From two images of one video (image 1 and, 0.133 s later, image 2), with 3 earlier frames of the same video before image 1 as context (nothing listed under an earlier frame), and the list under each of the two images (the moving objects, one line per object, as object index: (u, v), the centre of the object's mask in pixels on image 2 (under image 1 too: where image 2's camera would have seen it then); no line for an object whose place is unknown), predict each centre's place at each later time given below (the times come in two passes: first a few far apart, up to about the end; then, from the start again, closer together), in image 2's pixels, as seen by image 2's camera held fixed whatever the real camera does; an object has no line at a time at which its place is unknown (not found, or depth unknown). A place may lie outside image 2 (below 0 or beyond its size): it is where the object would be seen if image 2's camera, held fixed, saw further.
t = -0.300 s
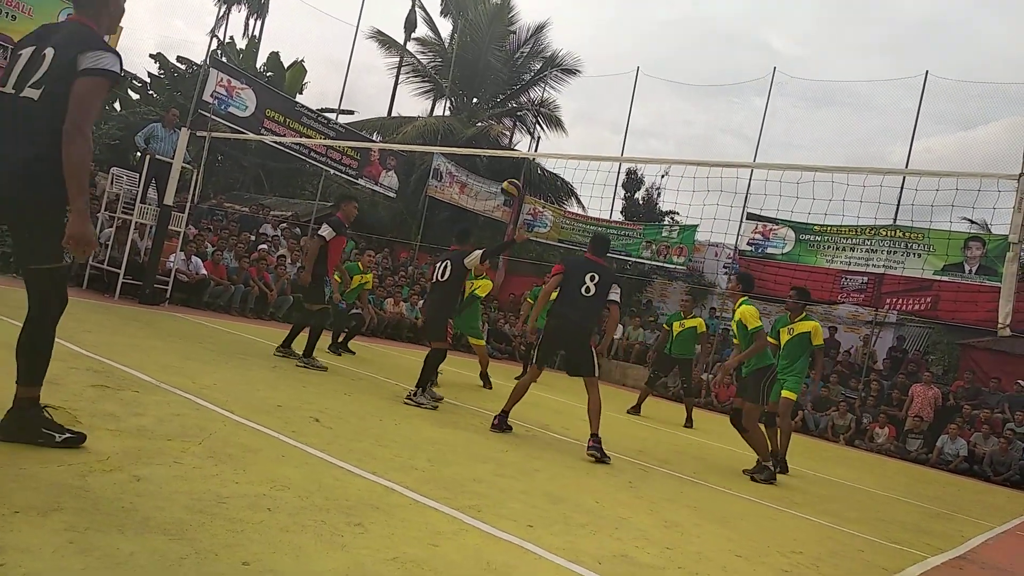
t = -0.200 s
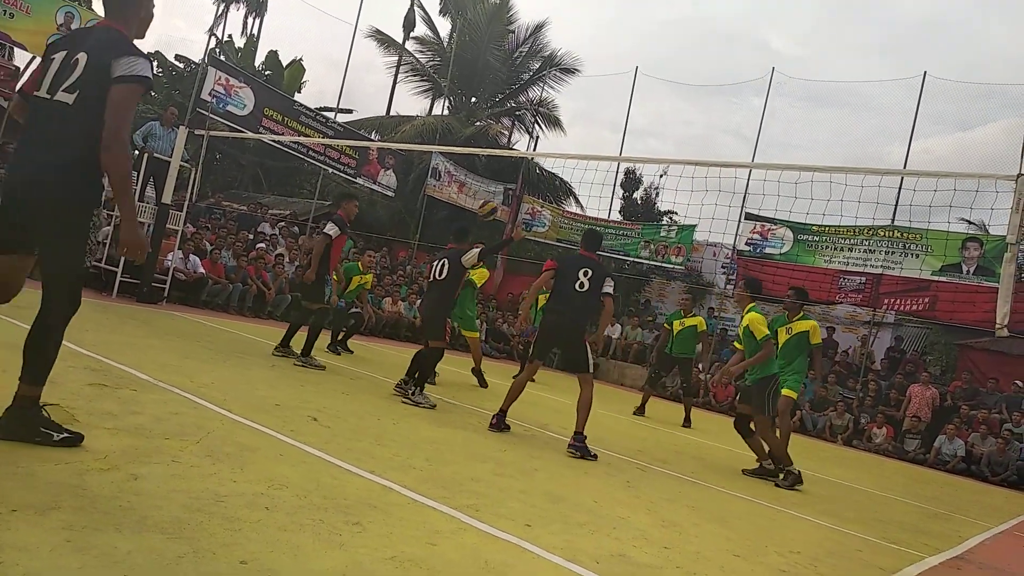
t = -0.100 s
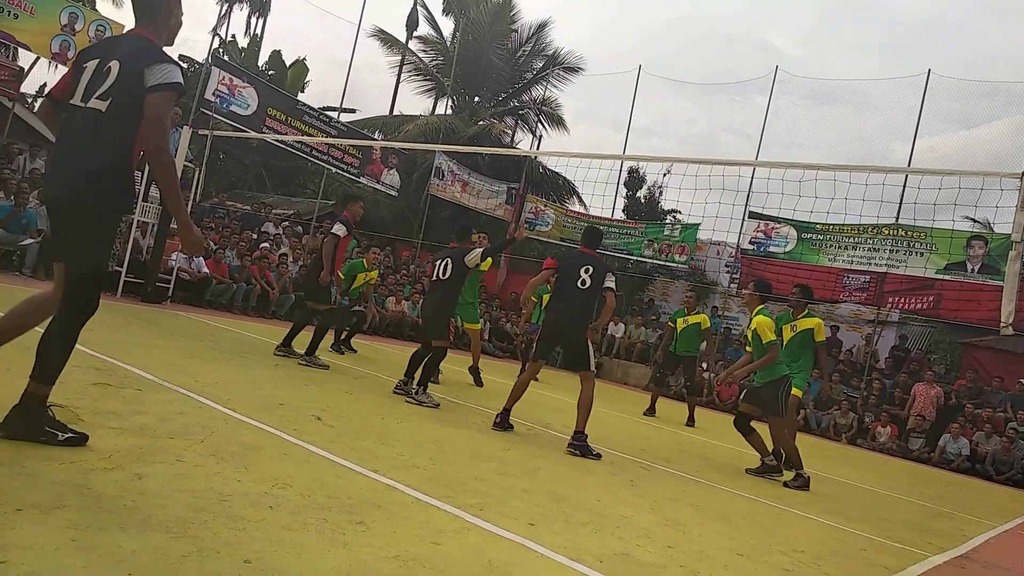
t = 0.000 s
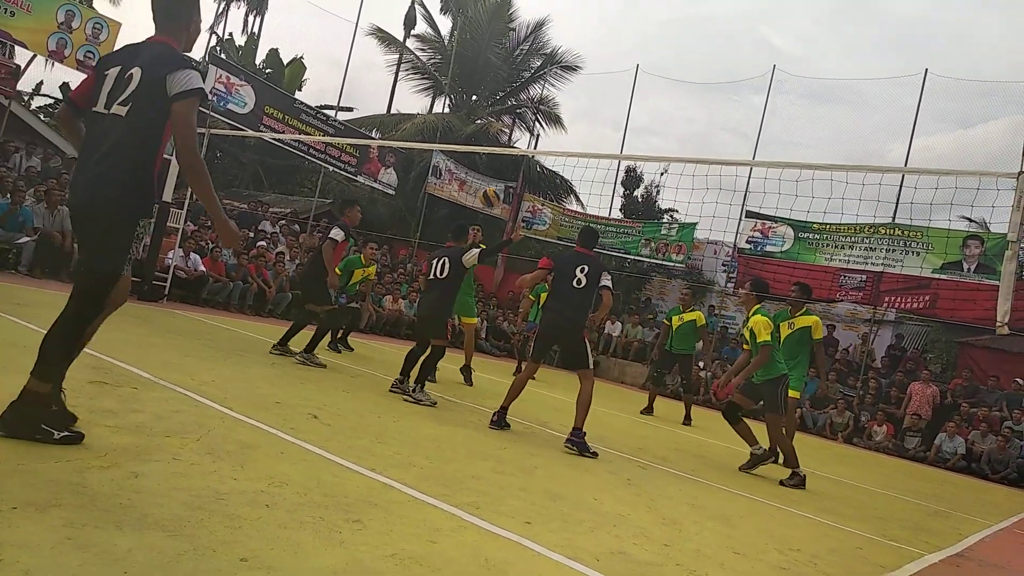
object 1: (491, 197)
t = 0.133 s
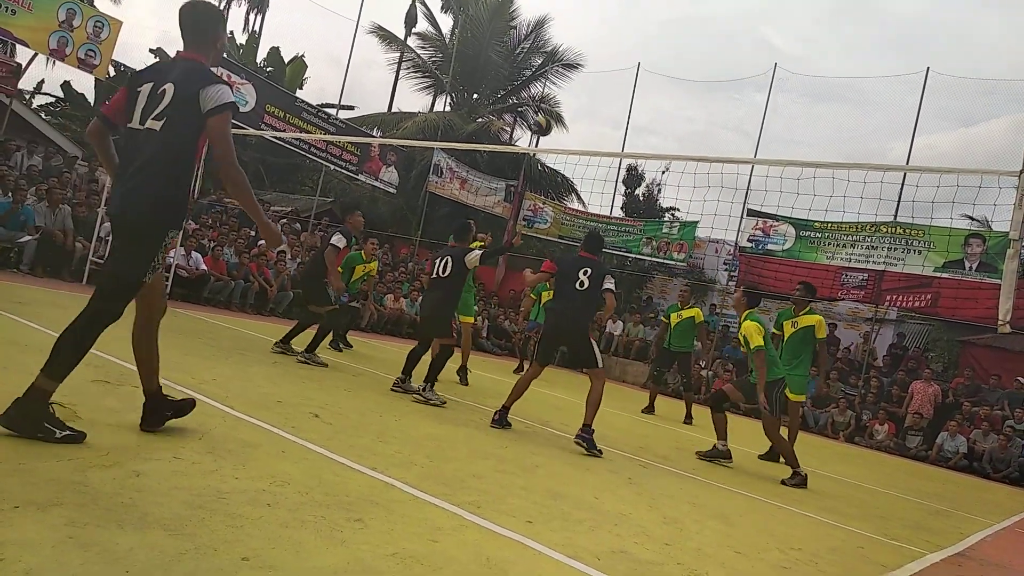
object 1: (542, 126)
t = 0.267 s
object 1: (591, 71)
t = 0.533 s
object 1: (676, 11)
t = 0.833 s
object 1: (757, 22)
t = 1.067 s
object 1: (806, 95)
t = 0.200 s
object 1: (567, 97)
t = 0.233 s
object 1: (579, 84)
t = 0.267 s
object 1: (591, 71)
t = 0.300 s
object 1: (602, 60)
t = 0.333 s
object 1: (614, 50)
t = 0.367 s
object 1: (625, 41)
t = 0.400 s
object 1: (636, 33)
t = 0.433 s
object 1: (646, 26)
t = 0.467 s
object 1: (656, 20)
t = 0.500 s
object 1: (666, 15)
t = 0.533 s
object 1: (676, 11)
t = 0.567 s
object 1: (686, 8)
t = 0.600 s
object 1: (696, 6)
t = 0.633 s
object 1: (705, 6)
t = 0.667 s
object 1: (714, 6)
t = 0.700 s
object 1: (723, 7)
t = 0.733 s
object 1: (732, 8)
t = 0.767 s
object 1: (740, 12)
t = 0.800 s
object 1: (749, 16)
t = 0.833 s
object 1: (757, 22)
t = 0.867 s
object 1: (765, 29)
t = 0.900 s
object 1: (772, 37)
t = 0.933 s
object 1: (779, 46)
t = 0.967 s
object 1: (786, 57)
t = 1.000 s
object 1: (793, 68)
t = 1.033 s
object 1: (800, 81)
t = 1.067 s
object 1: (806, 95)
